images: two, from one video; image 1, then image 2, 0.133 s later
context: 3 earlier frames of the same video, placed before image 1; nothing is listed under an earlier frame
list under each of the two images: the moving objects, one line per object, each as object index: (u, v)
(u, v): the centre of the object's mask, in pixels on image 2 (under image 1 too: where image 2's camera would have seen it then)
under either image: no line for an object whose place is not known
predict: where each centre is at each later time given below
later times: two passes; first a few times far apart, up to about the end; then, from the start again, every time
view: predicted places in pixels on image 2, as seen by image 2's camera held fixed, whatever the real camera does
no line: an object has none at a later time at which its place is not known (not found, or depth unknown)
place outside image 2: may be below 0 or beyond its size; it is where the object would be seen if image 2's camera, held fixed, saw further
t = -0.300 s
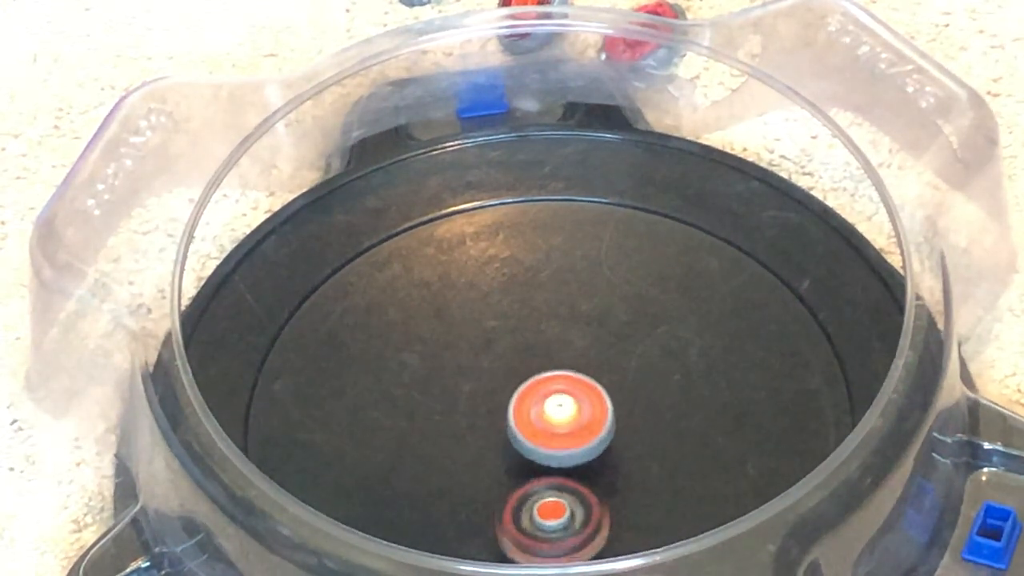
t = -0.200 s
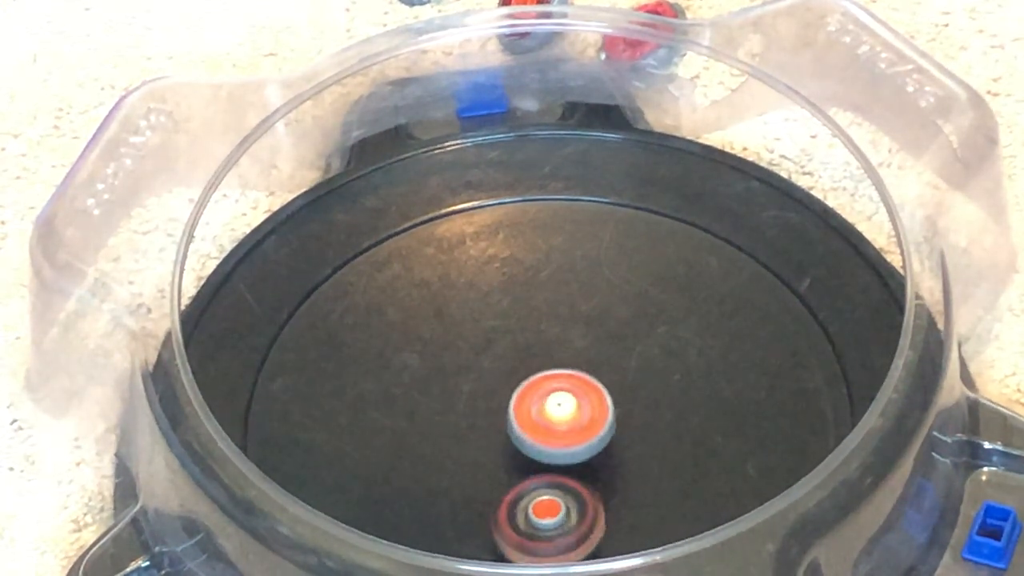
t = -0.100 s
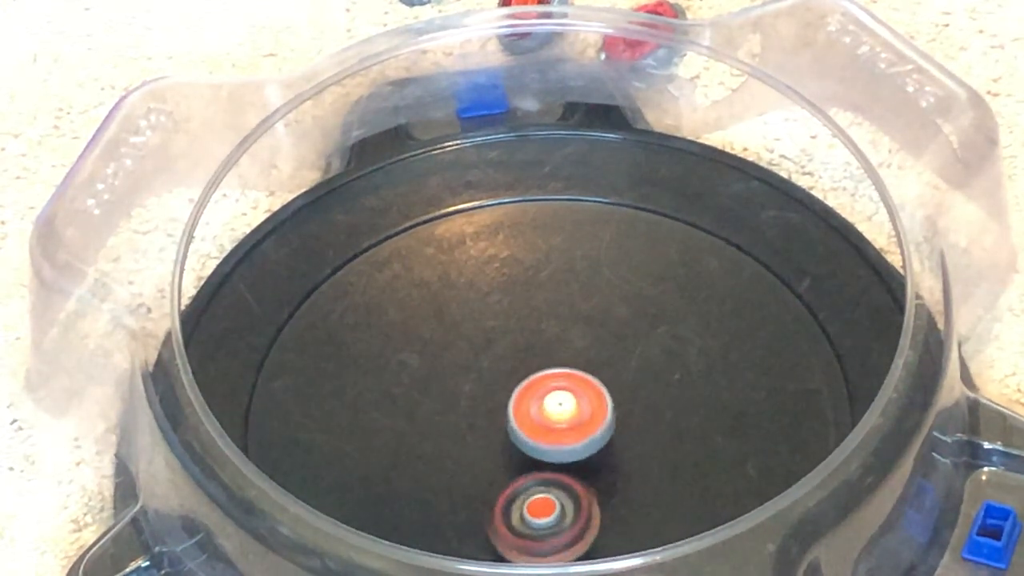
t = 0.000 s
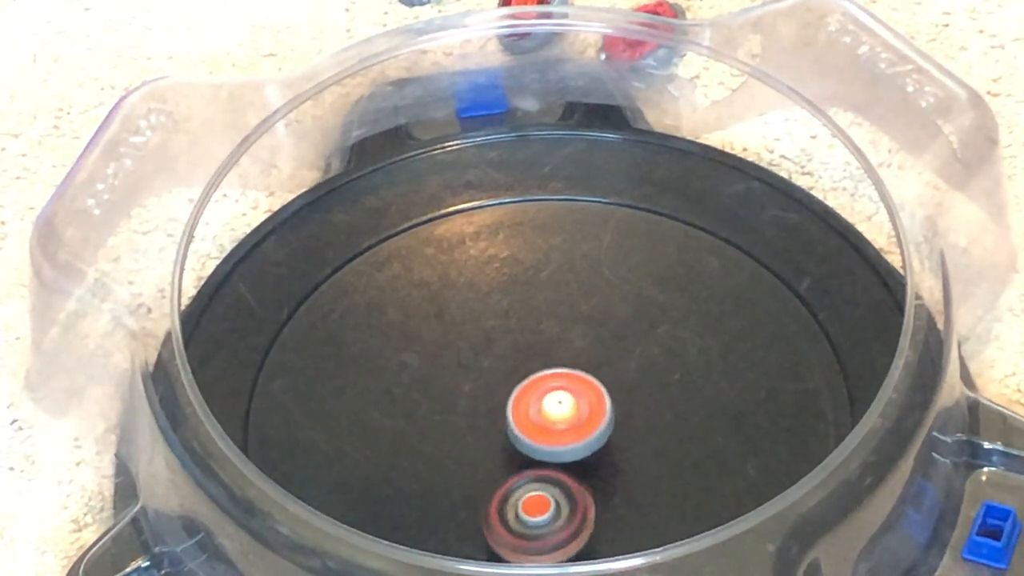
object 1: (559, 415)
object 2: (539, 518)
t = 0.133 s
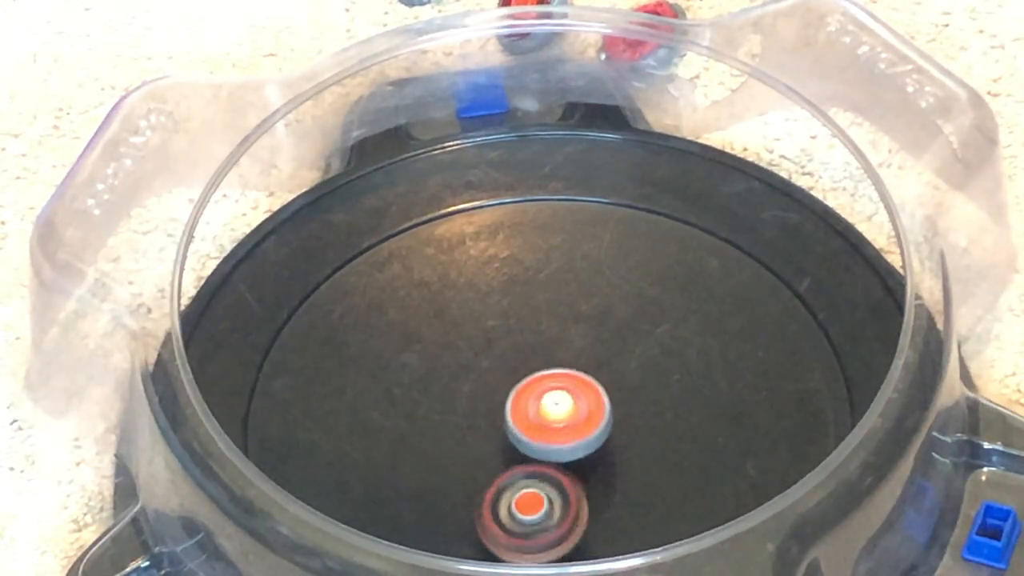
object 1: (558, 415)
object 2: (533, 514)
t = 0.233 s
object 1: (556, 416)
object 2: (527, 513)
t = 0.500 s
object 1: (549, 416)
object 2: (512, 509)
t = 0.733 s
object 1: (544, 416)
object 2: (503, 507)
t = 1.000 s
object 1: (544, 417)
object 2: (495, 501)
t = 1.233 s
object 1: (550, 415)
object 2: (493, 498)
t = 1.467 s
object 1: (556, 415)
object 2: (486, 493)
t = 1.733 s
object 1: (560, 418)
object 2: (479, 486)
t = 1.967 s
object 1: (561, 419)
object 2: (473, 480)
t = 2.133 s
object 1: (564, 419)
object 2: (468, 477)
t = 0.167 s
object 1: (557, 415)
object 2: (531, 514)
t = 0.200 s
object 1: (557, 416)
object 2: (529, 513)
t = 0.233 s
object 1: (556, 416)
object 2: (527, 513)
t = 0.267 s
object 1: (555, 416)
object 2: (525, 512)
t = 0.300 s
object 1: (555, 416)
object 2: (523, 512)
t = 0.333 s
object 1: (554, 416)
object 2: (521, 511)
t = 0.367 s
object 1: (554, 416)
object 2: (520, 511)
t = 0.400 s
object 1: (552, 416)
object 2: (518, 510)
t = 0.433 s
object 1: (552, 416)
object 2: (516, 510)
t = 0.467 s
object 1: (550, 416)
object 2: (513, 509)
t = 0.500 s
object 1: (549, 416)
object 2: (512, 509)
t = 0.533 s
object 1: (548, 416)
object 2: (510, 509)
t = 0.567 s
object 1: (547, 416)
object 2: (508, 509)
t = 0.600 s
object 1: (547, 416)
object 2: (507, 508)
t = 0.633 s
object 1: (546, 416)
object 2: (506, 507)
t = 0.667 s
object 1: (546, 416)
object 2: (505, 507)
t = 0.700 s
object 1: (545, 416)
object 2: (503, 507)
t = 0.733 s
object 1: (544, 416)
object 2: (503, 507)
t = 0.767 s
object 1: (544, 416)
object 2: (501, 506)
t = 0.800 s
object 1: (543, 416)
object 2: (500, 505)
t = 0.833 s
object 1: (544, 416)
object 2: (500, 505)
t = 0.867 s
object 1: (543, 416)
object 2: (499, 504)
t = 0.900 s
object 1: (543, 416)
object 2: (498, 503)
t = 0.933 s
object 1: (543, 416)
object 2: (497, 502)
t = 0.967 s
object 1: (543, 417)
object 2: (497, 501)
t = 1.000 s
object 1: (544, 417)
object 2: (495, 501)
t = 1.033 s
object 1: (545, 415)
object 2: (495, 504)
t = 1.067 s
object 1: (547, 416)
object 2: (495, 503)
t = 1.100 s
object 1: (547, 415)
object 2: (494, 501)
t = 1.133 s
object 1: (548, 415)
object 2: (494, 500)
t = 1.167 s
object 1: (549, 415)
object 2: (494, 500)
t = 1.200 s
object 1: (549, 414)
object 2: (493, 499)
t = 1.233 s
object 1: (550, 415)
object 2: (493, 498)
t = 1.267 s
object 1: (550, 415)
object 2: (492, 497)
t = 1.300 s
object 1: (551, 415)
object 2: (491, 496)
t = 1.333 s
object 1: (552, 415)
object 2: (490, 495)
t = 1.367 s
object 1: (552, 416)
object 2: (490, 495)
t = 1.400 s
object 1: (555, 415)
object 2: (487, 496)
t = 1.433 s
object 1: (555, 414)
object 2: (488, 495)
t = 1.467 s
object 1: (556, 415)
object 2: (486, 493)
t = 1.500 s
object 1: (556, 415)
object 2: (486, 493)
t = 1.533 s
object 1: (557, 416)
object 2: (485, 491)
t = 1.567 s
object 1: (557, 416)
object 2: (484, 491)
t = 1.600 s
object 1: (557, 417)
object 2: (483, 490)
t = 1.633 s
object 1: (558, 417)
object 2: (482, 489)
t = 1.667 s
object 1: (559, 417)
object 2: (480, 488)
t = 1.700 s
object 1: (560, 419)
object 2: (480, 487)
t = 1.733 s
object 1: (560, 418)
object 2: (479, 486)
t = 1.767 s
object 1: (561, 418)
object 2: (478, 485)
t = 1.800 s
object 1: (561, 418)
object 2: (478, 484)
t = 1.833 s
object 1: (561, 418)
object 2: (476, 484)
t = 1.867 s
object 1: (562, 419)
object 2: (476, 483)
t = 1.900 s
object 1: (561, 419)
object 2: (475, 482)
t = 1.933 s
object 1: (562, 419)
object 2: (474, 481)
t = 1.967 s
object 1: (561, 419)
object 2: (473, 480)
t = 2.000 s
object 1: (563, 419)
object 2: (473, 480)
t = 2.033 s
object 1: (563, 419)
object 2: (473, 479)
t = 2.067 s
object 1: (562, 420)
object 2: (471, 478)
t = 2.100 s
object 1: (563, 419)
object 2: (471, 478)
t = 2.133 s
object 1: (564, 419)
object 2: (468, 477)
